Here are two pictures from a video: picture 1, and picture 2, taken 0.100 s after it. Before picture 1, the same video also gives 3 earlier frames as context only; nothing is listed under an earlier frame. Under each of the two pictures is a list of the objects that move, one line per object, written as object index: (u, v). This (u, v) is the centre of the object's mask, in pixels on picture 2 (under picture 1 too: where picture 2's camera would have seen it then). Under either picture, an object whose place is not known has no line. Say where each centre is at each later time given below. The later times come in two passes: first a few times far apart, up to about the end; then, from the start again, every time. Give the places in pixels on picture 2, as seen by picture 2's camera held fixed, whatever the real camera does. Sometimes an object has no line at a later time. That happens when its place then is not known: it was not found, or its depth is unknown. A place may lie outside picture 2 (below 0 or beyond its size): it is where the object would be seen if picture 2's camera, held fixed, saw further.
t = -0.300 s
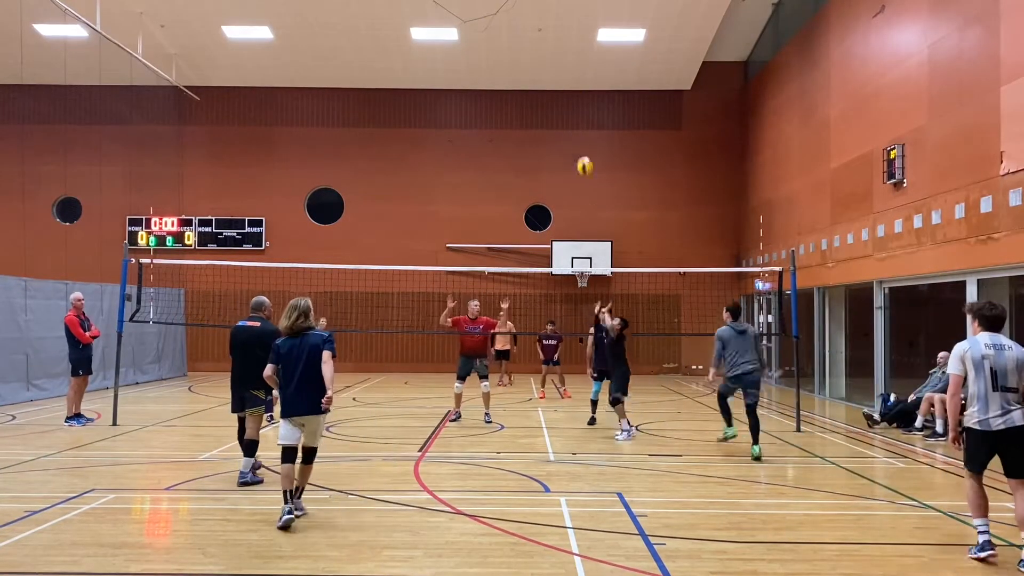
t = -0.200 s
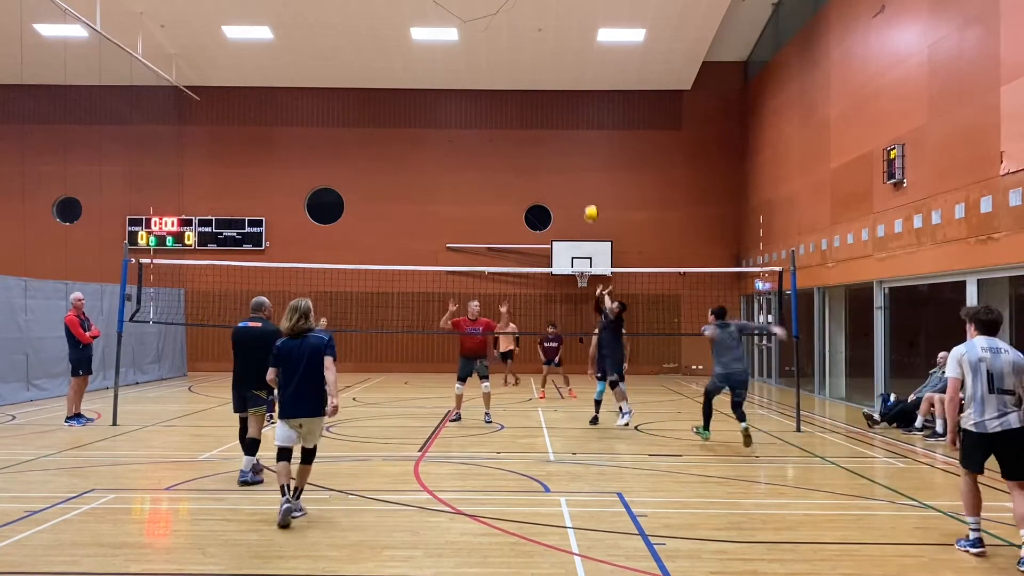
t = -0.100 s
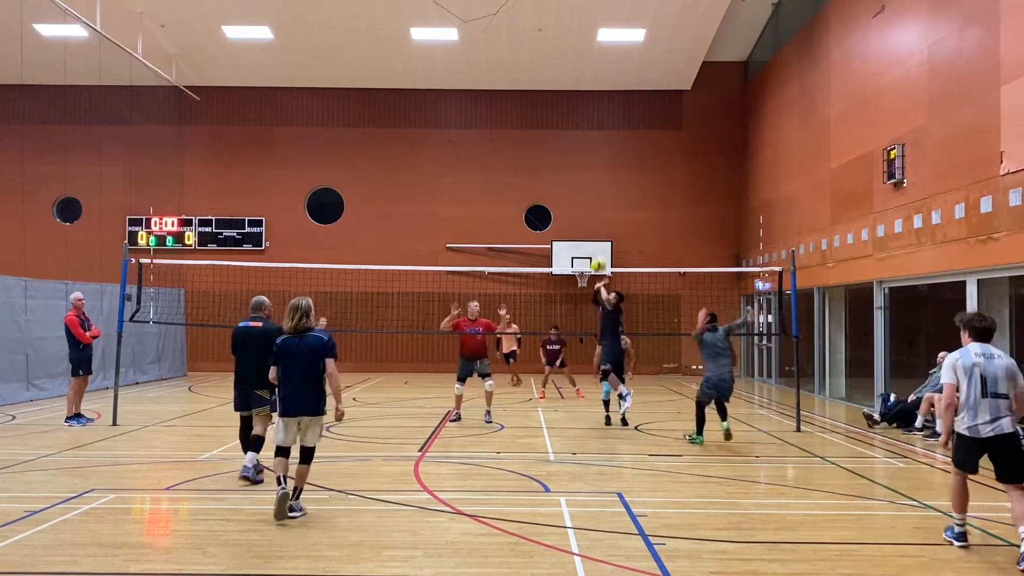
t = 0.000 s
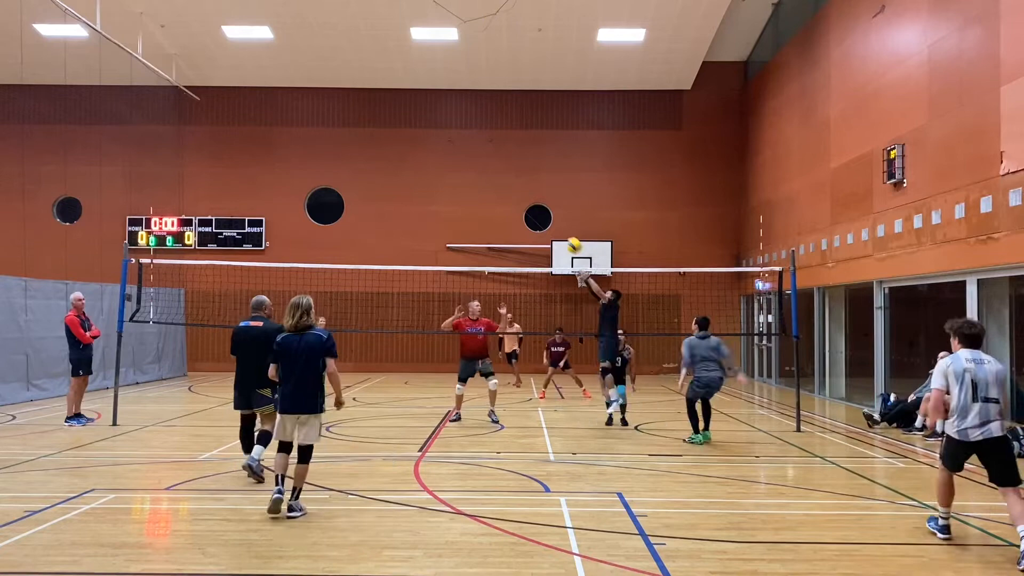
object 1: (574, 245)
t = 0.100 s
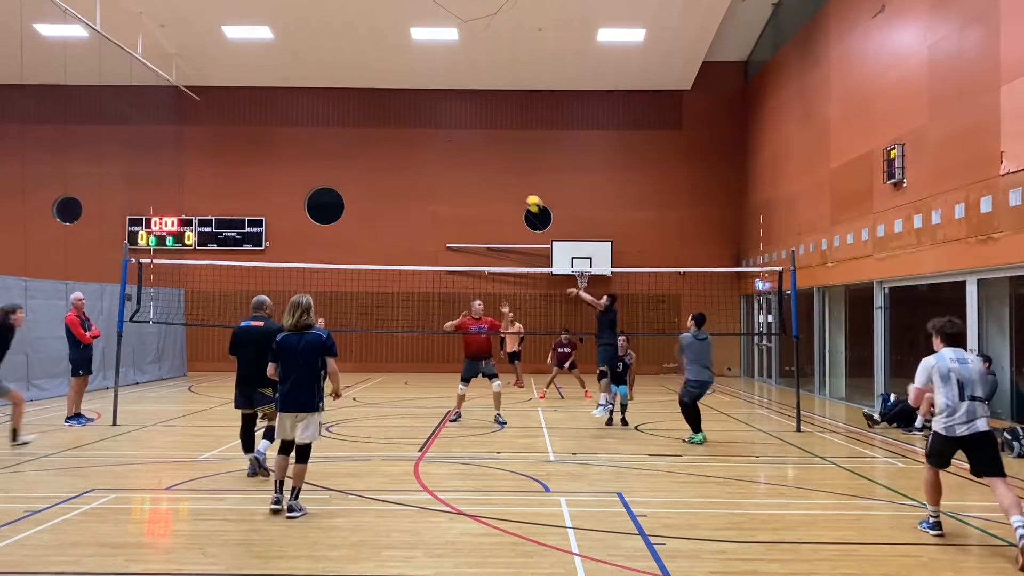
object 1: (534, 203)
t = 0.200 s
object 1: (496, 169)
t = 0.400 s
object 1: (422, 121)
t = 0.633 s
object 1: (339, 103)
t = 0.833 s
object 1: (269, 118)
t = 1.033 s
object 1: (202, 161)
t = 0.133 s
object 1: (521, 191)
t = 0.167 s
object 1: (508, 179)
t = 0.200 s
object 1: (496, 169)
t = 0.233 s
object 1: (484, 159)
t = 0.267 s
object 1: (471, 150)
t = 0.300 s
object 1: (459, 141)
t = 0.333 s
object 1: (447, 133)
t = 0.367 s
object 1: (435, 127)
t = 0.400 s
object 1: (422, 121)
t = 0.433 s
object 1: (410, 116)
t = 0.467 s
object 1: (398, 112)
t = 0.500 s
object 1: (386, 108)
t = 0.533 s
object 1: (374, 106)
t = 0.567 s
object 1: (362, 104)
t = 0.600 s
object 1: (351, 103)
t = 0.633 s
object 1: (339, 103)
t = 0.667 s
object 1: (327, 103)
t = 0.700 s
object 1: (315, 105)
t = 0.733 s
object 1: (304, 107)
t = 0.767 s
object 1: (293, 110)
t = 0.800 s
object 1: (281, 114)
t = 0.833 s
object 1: (269, 118)
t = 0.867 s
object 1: (258, 124)
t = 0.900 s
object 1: (246, 130)
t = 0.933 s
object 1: (235, 136)
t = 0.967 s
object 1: (224, 144)
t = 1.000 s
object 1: (213, 152)
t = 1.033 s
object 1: (202, 161)
